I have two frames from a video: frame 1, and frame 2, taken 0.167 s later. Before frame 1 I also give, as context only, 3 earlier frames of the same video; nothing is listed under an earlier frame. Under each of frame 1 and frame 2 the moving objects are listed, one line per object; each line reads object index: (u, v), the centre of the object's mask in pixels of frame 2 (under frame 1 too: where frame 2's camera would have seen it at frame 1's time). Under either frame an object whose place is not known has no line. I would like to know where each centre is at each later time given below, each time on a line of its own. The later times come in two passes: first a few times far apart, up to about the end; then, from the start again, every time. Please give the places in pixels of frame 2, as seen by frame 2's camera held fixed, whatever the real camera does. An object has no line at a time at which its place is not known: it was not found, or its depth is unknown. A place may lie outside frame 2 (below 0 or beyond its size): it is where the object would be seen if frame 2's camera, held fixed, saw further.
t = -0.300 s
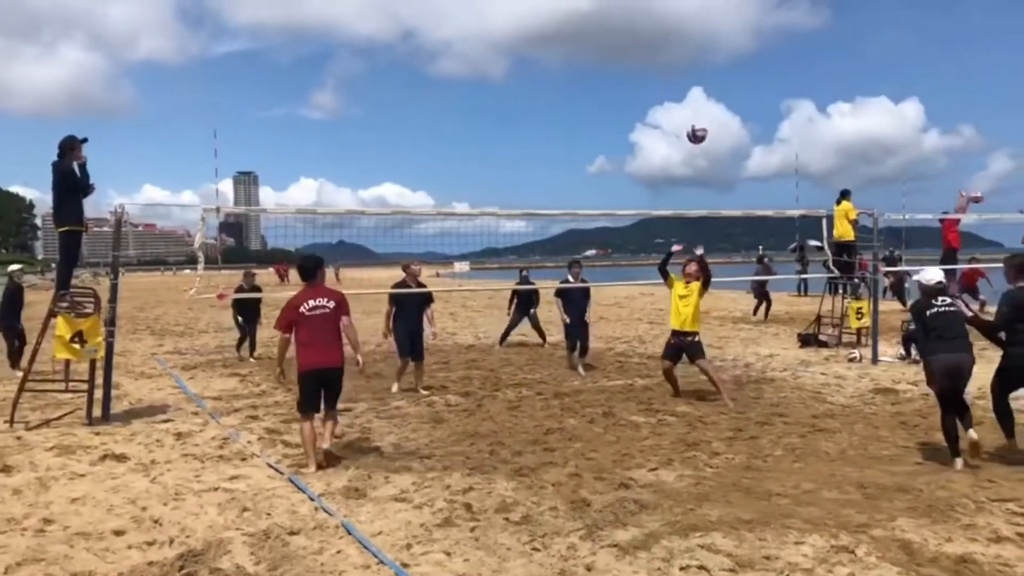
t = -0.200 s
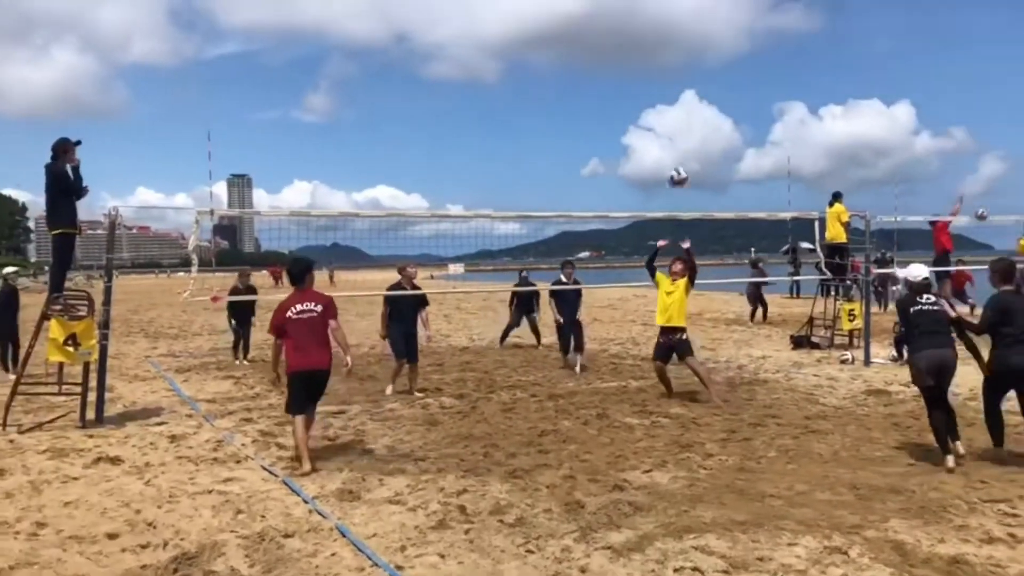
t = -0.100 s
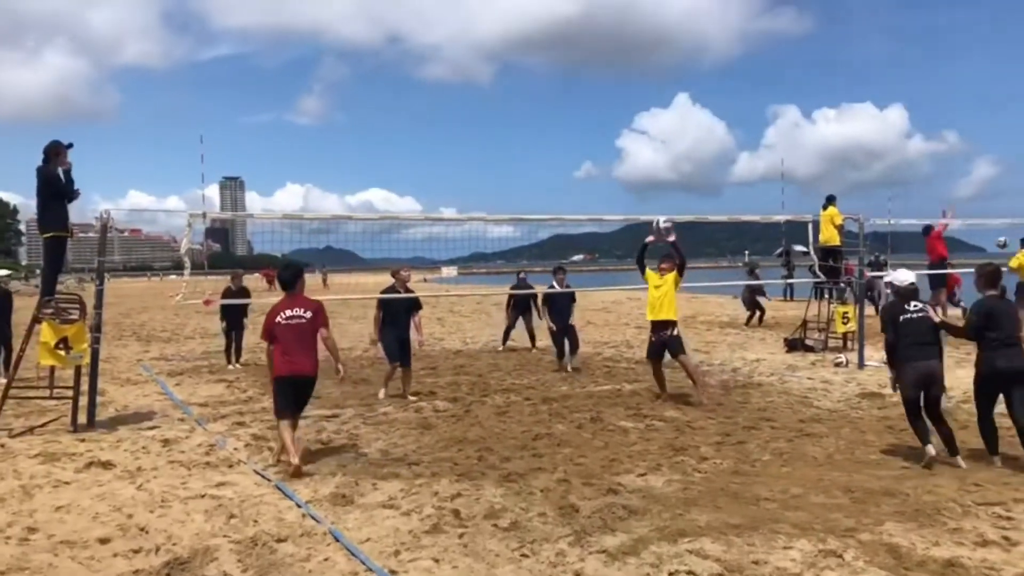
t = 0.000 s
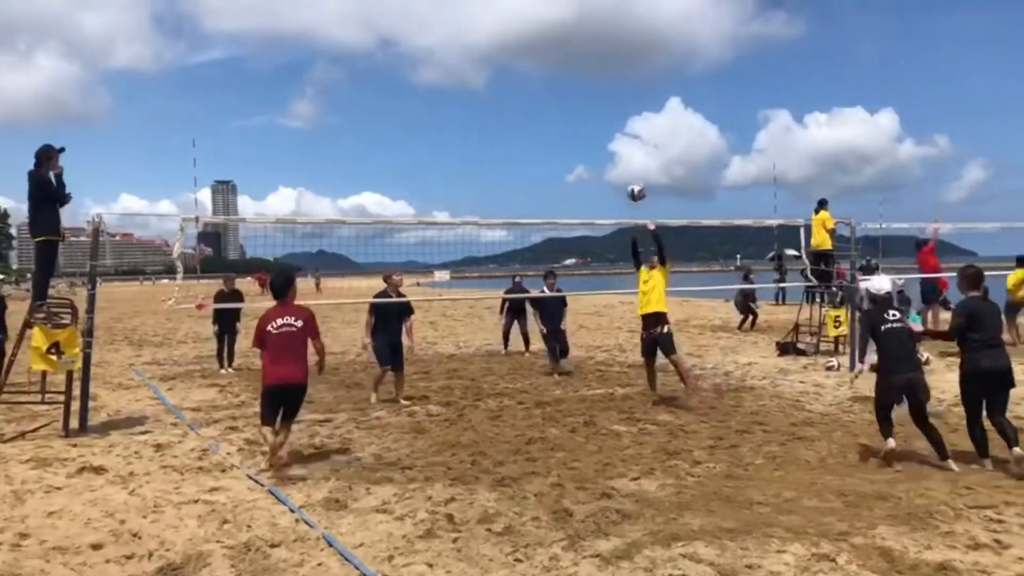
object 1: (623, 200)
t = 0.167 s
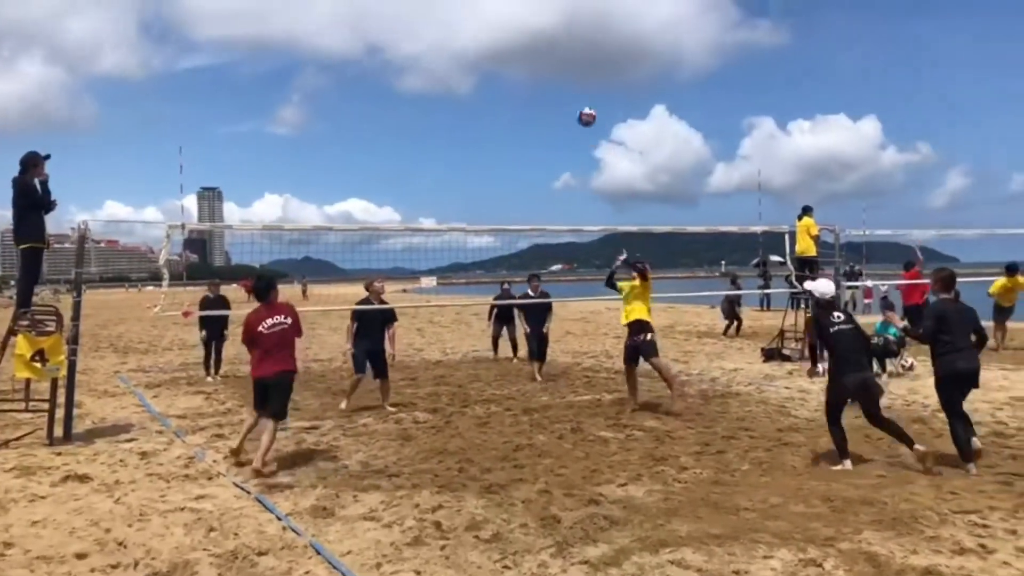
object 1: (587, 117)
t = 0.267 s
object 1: (566, 79)
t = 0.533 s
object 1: (508, 19)
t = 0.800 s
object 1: (451, 22)
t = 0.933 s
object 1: (423, 50)
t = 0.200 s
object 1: (580, 103)
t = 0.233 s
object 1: (573, 91)
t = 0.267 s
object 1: (566, 79)
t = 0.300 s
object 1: (558, 68)
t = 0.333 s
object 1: (550, 58)
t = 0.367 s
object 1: (544, 49)
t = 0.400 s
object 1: (537, 41)
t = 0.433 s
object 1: (530, 34)
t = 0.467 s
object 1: (523, 29)
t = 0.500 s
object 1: (515, 23)
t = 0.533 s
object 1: (508, 19)
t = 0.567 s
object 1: (501, 16)
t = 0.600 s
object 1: (494, 13)
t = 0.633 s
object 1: (486, 13)
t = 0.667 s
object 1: (479, 13)
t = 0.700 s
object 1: (472, 13)
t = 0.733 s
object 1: (465, 15)
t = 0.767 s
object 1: (458, 18)
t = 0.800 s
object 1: (451, 22)
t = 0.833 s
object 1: (443, 27)
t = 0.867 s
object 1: (436, 34)
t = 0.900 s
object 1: (430, 41)
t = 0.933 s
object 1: (423, 50)
